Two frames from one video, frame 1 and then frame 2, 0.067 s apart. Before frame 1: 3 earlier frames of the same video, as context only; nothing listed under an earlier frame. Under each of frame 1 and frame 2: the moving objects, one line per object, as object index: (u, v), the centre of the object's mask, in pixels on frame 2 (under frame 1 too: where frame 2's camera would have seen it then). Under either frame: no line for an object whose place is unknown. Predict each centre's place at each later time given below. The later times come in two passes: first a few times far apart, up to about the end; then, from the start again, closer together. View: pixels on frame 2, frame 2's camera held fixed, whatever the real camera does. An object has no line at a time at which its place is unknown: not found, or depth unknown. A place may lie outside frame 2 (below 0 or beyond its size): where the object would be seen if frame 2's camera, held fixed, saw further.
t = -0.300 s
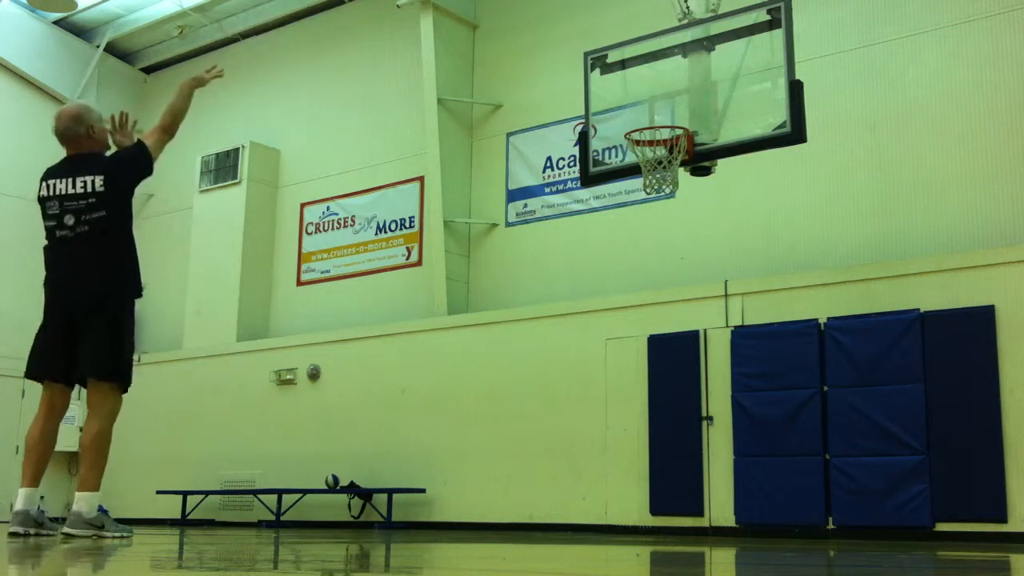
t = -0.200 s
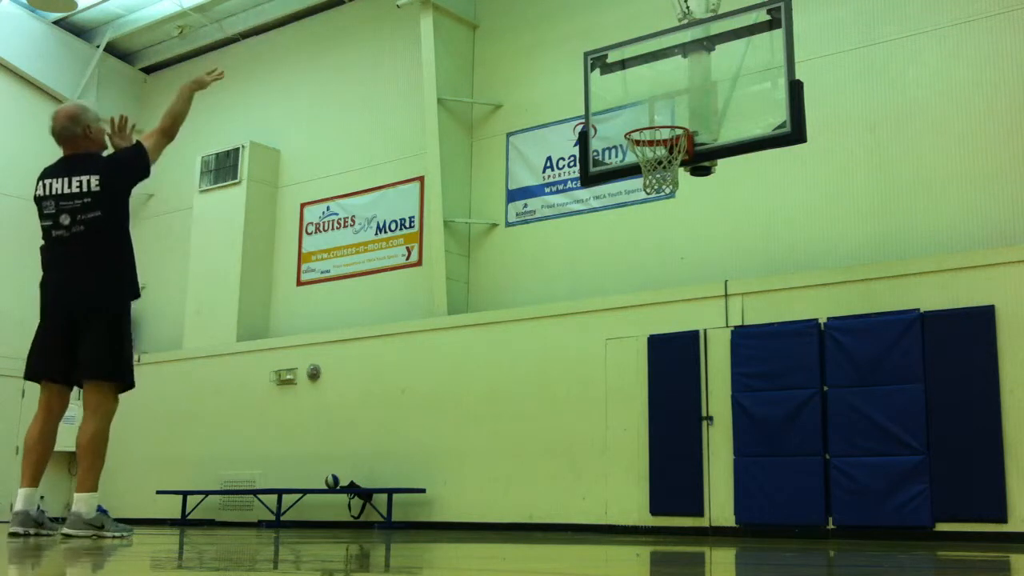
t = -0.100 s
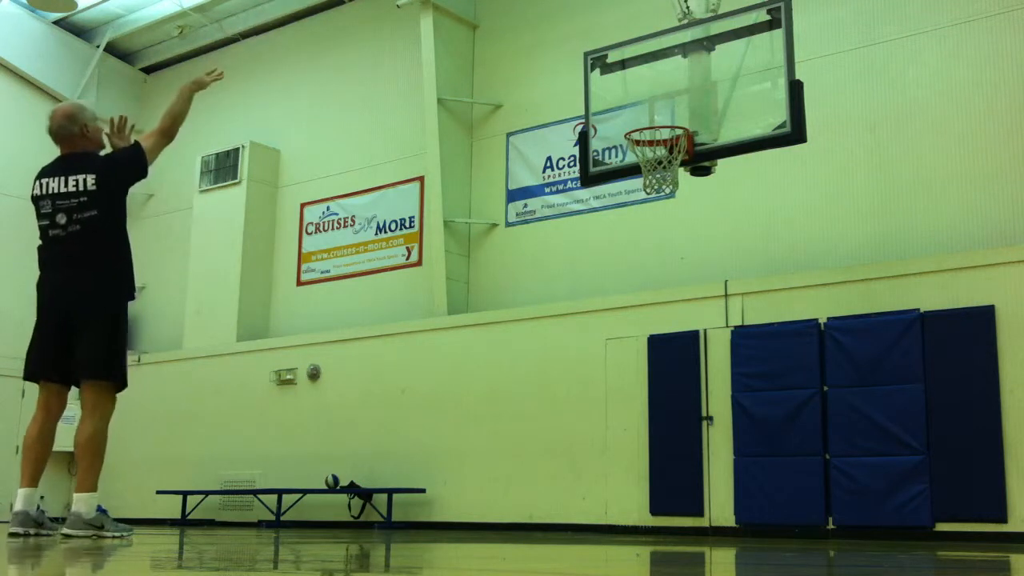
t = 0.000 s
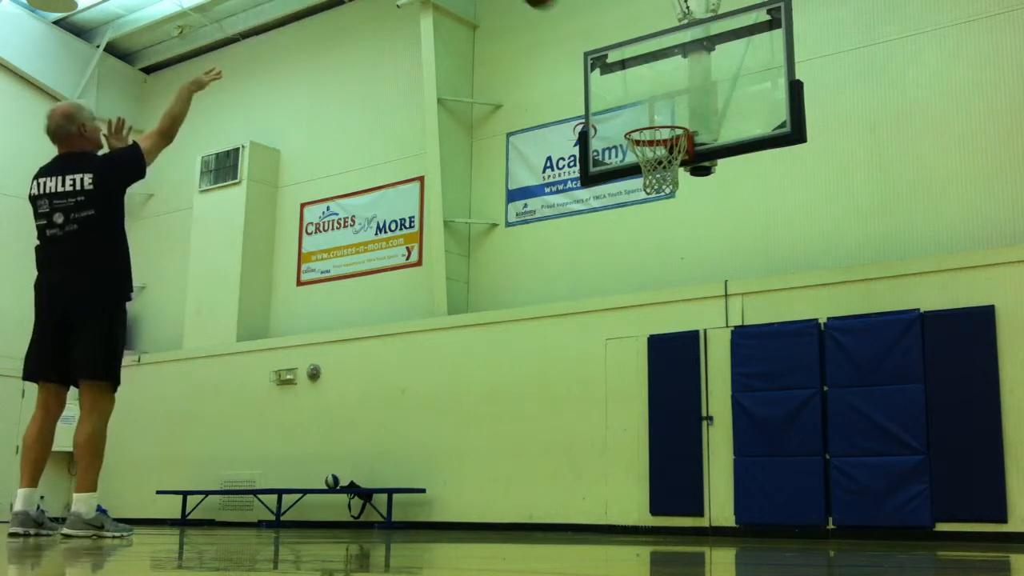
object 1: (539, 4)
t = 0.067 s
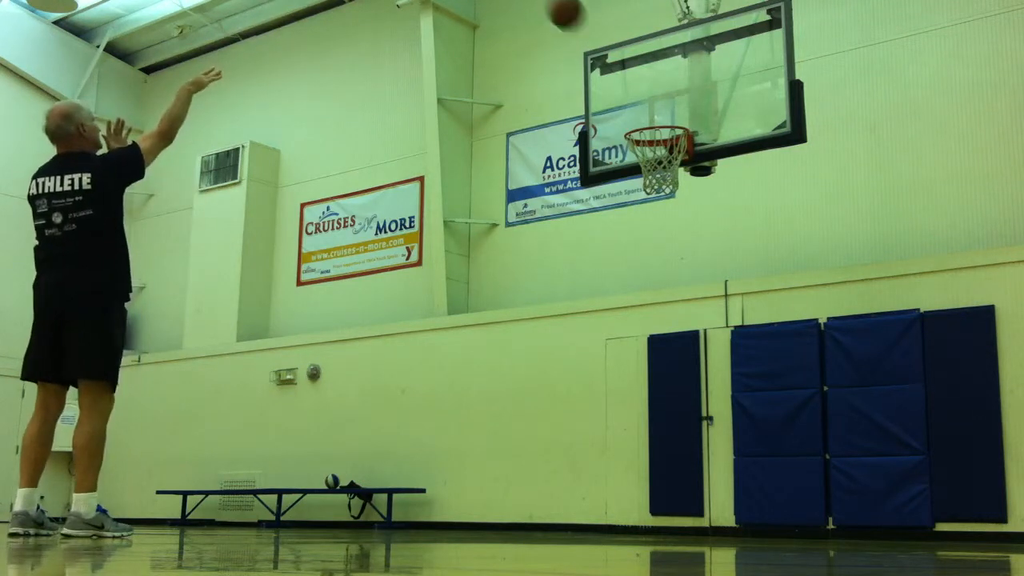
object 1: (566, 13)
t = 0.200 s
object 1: (616, 69)
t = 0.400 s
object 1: (668, 129)
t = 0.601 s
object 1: (645, 128)
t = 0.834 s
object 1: (672, 147)
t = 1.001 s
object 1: (680, 180)
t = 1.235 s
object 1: (653, 195)
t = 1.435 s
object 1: (639, 231)
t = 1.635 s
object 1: (627, 325)
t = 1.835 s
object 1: (614, 486)
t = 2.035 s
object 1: (615, 425)
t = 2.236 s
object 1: (620, 352)
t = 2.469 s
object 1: (626, 333)
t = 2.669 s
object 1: (632, 376)
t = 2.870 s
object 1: (637, 482)
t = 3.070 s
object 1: (638, 457)
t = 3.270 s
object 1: (638, 412)
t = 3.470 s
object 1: (637, 423)
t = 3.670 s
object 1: (635, 494)
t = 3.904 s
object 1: (634, 464)
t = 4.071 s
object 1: (633, 451)
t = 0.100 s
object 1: (578, 23)
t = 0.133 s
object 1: (591, 36)
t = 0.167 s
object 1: (603, 51)
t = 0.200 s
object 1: (616, 69)
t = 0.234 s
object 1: (629, 86)
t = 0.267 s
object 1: (641, 103)
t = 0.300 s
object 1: (650, 117)
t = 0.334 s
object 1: (656, 119)
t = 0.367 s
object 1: (662, 124)
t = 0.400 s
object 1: (668, 129)
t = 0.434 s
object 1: (668, 133)
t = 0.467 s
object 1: (660, 130)
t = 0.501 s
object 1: (651, 130)
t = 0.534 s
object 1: (643, 131)
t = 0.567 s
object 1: (643, 130)
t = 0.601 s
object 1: (645, 128)
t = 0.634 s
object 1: (646, 128)
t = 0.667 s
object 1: (648, 130)
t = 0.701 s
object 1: (653, 130)
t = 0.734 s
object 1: (657, 134)
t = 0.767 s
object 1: (663, 139)
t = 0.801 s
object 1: (668, 143)
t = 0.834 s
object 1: (672, 147)
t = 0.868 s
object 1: (674, 155)
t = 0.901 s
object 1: (678, 149)
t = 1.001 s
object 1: (680, 180)
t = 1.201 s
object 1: (656, 193)
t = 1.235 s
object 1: (653, 195)
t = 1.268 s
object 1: (650, 197)
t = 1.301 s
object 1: (648, 200)
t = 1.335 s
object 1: (646, 205)
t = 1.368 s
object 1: (644, 212)
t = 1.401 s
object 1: (641, 221)
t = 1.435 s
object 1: (639, 231)
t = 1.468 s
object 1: (637, 243)
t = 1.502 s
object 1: (635, 256)
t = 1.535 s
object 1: (633, 272)
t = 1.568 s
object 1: (631, 288)
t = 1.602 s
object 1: (629, 307)
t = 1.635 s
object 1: (627, 325)
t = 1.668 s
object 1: (624, 348)
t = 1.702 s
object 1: (622, 371)
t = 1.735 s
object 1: (620, 398)
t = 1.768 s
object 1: (618, 426)
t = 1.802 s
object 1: (616, 456)
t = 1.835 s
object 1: (614, 486)
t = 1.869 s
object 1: (612, 517)
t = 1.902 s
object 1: (612, 502)
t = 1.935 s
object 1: (613, 481)
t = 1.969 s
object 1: (614, 461)
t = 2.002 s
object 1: (614, 443)
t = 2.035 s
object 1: (615, 425)
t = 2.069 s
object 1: (616, 410)
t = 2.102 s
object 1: (617, 394)
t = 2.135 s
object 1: (618, 382)
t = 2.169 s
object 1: (618, 371)
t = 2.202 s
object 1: (619, 361)
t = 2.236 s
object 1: (620, 352)
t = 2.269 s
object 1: (621, 345)
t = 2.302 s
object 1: (622, 339)
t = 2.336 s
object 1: (623, 335)
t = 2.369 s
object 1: (624, 333)
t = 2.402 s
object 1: (624, 331)
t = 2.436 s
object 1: (626, 331)
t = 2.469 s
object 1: (626, 333)
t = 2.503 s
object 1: (628, 336)
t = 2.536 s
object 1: (628, 341)
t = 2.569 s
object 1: (630, 347)
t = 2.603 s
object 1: (630, 355)
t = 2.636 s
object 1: (631, 365)
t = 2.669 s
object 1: (632, 376)
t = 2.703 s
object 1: (633, 389)
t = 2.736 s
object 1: (633, 404)
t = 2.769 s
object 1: (634, 421)
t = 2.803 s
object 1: (635, 439)
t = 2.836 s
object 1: (636, 460)
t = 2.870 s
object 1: (637, 482)
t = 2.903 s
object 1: (638, 506)
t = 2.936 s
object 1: (640, 518)
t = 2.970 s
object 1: (639, 502)
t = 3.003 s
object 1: (639, 485)
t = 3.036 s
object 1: (638, 471)
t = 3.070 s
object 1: (638, 457)
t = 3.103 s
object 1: (638, 446)
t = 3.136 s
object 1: (638, 436)
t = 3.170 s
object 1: (638, 427)
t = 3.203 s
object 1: (638, 420)
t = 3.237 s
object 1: (638, 415)
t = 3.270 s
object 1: (638, 412)
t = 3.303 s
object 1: (638, 410)
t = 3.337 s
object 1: (638, 409)
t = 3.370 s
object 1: (638, 410)
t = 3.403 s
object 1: (638, 412)
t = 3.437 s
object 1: (637, 417)
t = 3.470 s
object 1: (637, 423)
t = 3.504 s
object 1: (637, 430)
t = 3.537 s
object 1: (636, 440)
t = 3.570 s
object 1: (636, 450)
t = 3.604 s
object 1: (636, 464)
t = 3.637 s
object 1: (635, 479)
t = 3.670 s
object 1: (635, 494)
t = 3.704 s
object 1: (636, 513)
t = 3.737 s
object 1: (636, 515)
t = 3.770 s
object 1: (635, 502)
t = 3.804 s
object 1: (635, 490)
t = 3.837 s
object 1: (634, 480)
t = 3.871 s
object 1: (634, 471)
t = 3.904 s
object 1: (634, 464)
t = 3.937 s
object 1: (634, 458)
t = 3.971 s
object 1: (633, 454)
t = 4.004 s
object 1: (633, 451)
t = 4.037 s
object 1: (633, 451)
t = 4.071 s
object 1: (633, 451)
